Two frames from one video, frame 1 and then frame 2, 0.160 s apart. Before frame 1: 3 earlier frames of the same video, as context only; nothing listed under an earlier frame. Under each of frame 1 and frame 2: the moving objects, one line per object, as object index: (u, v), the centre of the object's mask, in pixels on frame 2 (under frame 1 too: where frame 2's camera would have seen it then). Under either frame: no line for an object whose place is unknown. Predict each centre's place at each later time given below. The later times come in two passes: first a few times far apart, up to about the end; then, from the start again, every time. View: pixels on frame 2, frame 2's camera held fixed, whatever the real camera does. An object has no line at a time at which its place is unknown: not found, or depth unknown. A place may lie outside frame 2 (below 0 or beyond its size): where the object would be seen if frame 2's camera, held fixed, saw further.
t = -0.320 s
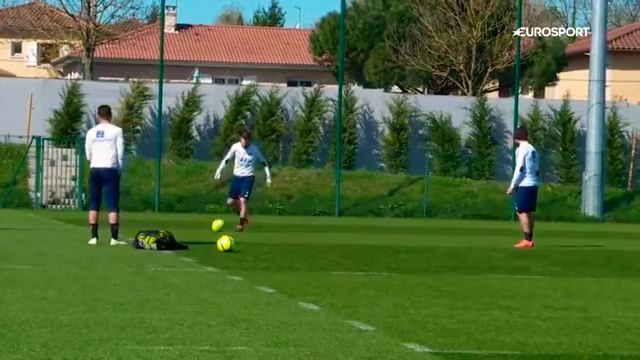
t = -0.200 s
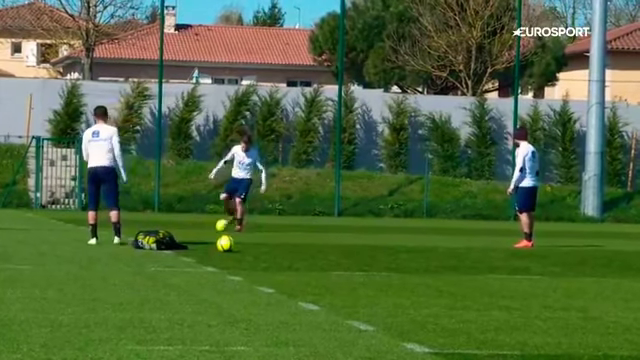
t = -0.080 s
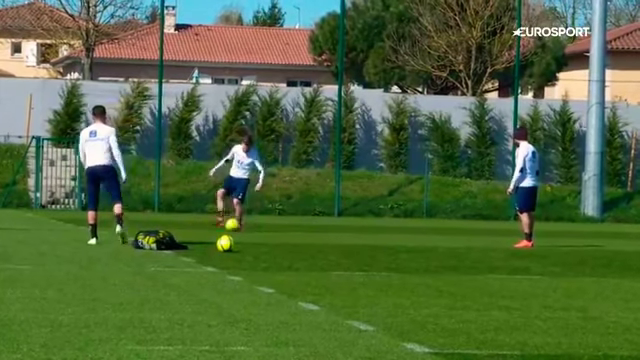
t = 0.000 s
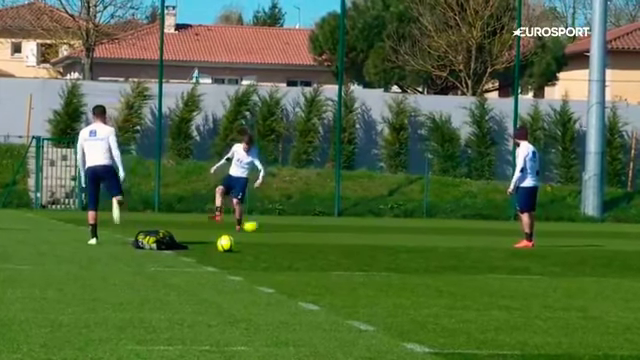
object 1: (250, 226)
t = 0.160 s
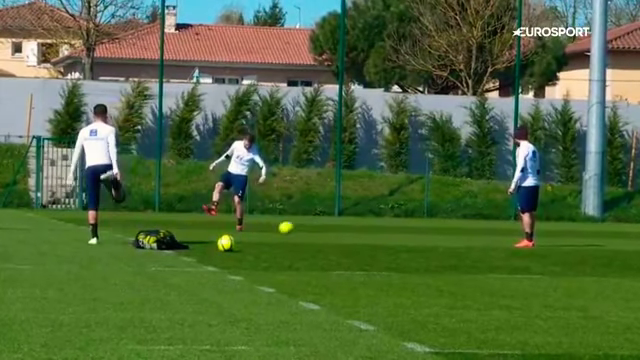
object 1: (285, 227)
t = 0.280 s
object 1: (310, 228)
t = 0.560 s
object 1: (361, 230)
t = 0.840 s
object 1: (404, 232)
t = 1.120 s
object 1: (447, 235)
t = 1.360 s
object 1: (480, 237)
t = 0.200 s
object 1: (293, 228)
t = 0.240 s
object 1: (302, 227)
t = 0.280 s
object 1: (310, 228)
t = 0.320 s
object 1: (318, 229)
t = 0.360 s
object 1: (326, 228)
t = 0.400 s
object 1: (334, 228)
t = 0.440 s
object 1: (341, 230)
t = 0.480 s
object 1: (348, 231)
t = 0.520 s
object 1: (355, 230)
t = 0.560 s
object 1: (361, 230)
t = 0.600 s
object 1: (368, 231)
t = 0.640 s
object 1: (374, 231)
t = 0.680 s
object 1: (381, 231)
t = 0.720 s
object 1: (386, 232)
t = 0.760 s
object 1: (392, 233)
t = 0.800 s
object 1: (398, 232)
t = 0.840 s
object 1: (404, 232)
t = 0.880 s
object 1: (410, 233)
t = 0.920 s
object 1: (416, 233)
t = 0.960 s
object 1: (423, 233)
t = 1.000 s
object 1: (428, 233)
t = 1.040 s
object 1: (434, 234)
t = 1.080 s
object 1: (440, 234)
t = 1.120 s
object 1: (447, 235)
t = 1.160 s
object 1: (452, 235)
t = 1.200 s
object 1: (458, 236)
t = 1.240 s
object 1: (463, 235)
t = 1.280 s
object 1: (470, 235)
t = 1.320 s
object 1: (475, 236)
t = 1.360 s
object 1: (480, 237)
